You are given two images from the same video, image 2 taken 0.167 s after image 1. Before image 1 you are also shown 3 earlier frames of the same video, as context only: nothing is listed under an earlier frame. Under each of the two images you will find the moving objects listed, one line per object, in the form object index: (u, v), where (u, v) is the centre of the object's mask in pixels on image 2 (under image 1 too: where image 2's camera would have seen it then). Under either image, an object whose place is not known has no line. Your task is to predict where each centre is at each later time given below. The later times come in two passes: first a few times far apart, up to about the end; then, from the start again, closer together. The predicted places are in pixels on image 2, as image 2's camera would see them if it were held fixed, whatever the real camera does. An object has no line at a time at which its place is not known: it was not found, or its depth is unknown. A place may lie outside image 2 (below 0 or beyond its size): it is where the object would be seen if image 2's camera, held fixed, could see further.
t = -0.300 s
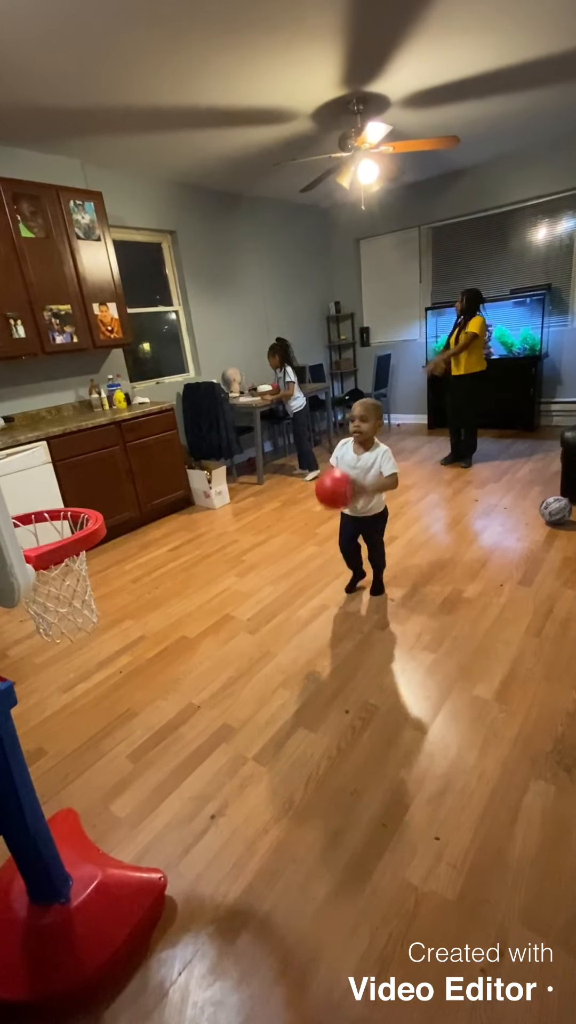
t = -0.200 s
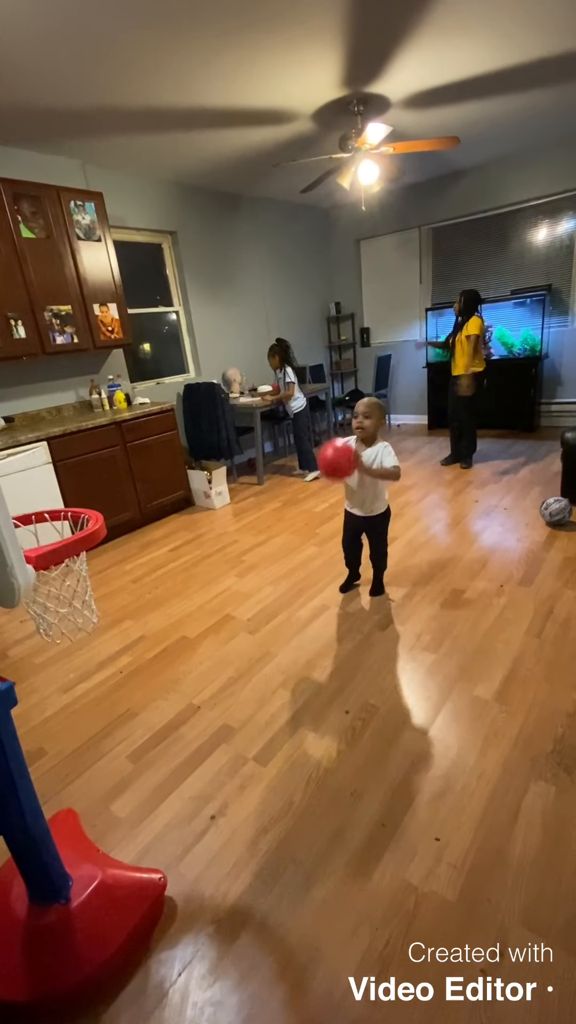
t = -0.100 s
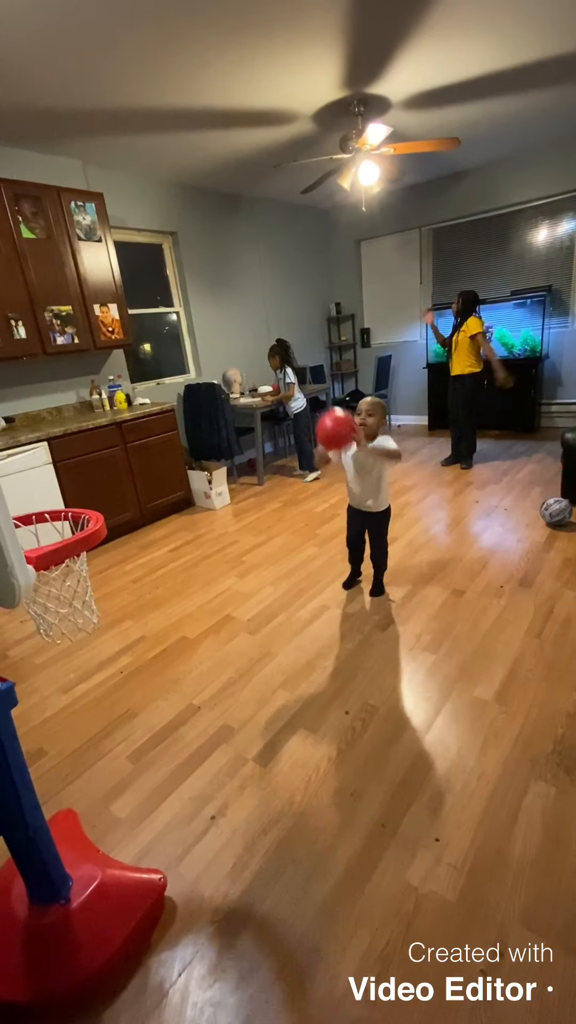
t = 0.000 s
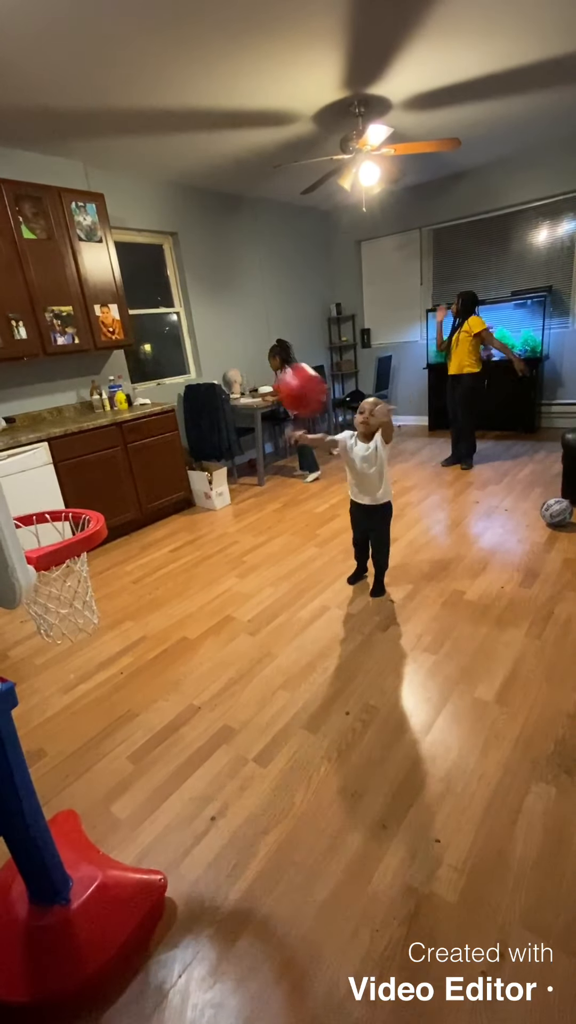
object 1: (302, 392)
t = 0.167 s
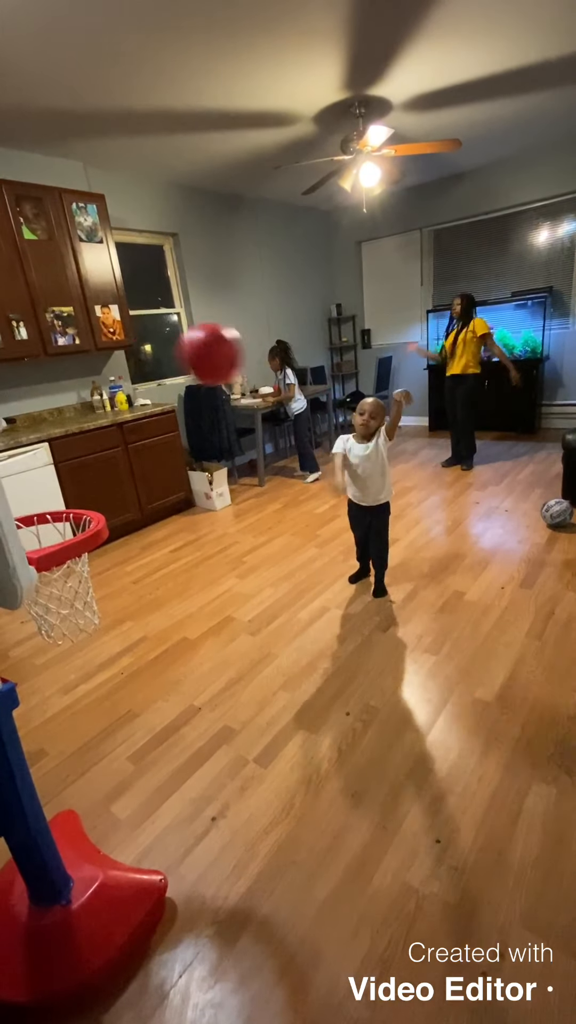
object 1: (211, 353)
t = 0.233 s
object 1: (165, 362)
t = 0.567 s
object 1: (26, 536)
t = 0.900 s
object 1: (99, 694)
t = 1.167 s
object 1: (161, 715)
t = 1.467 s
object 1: (205, 694)
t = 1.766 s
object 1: (241, 680)
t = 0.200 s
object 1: (189, 356)
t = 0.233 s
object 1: (165, 362)
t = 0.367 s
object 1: (59, 444)
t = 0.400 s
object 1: (36, 482)
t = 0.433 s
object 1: (28, 521)
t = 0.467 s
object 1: (32, 520)
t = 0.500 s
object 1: (39, 521)
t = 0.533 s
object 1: (32, 526)
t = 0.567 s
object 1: (26, 536)
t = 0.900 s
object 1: (99, 694)
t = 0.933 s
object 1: (114, 718)
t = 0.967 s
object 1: (128, 741)
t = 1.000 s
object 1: (142, 766)
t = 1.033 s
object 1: (156, 791)
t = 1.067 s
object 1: (157, 771)
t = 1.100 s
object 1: (157, 750)
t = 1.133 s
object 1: (158, 731)
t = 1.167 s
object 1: (161, 715)
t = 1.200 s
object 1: (163, 702)
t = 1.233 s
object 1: (167, 692)
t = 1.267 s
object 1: (171, 684)
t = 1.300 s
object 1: (175, 679)
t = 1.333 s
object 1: (181, 677)
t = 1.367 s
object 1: (186, 678)
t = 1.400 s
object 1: (192, 681)
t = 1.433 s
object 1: (199, 686)
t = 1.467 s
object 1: (205, 694)
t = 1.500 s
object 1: (212, 704)
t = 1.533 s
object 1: (220, 716)
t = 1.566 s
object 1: (224, 717)
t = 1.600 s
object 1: (226, 703)
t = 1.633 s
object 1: (228, 693)
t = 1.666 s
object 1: (230, 687)
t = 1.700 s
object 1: (234, 682)
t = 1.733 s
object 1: (237, 680)
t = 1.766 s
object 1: (241, 680)
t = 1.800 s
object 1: (245, 682)
